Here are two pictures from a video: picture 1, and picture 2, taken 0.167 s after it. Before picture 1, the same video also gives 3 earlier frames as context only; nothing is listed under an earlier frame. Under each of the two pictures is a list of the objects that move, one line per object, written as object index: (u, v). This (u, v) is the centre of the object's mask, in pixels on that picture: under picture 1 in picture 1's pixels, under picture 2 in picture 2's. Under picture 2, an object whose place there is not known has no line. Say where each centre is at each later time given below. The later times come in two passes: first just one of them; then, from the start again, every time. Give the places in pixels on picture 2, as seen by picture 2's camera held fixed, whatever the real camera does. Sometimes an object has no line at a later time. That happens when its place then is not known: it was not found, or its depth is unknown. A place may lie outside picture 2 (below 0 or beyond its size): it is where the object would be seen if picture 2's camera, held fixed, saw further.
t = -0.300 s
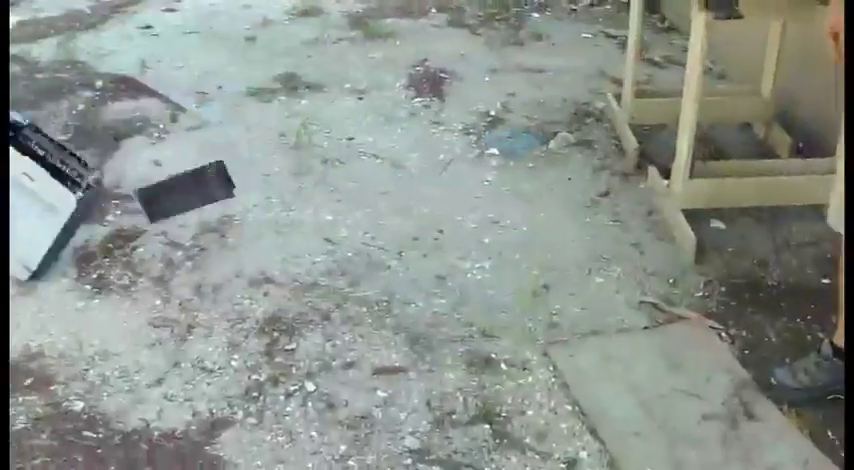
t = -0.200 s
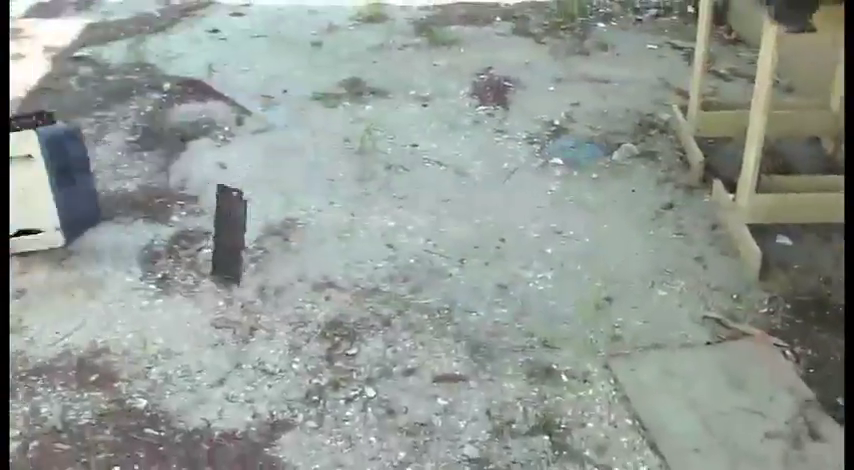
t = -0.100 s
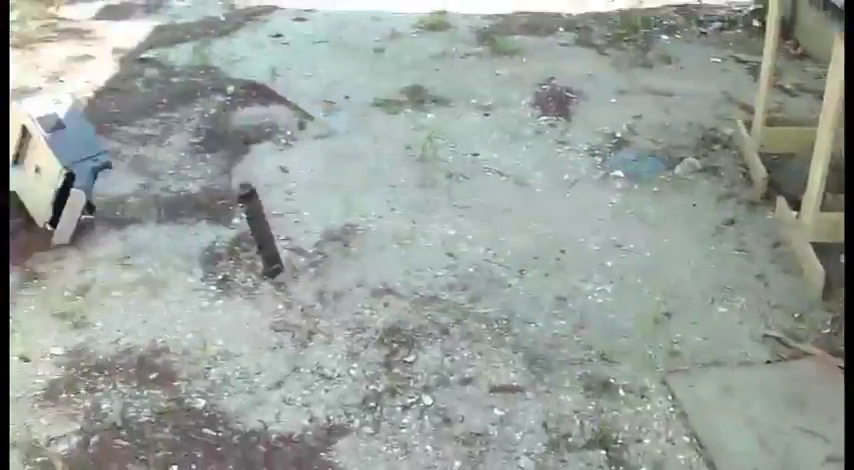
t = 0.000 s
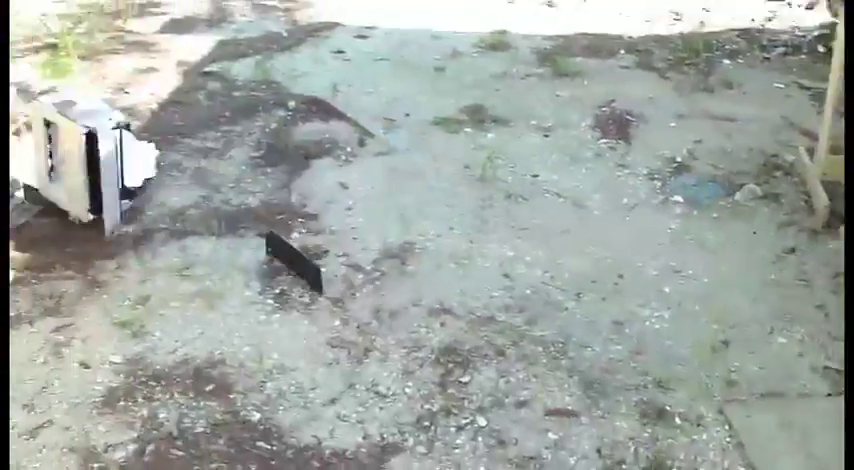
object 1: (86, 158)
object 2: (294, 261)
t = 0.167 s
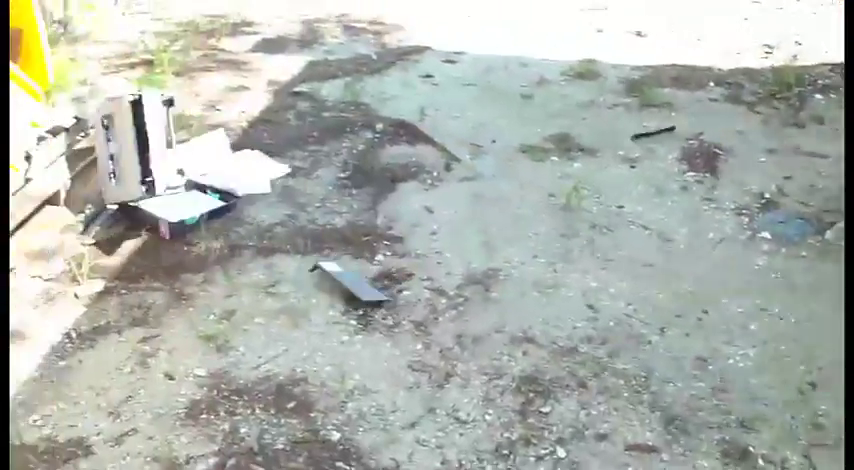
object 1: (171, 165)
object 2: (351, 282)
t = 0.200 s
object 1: (169, 163)
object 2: (348, 286)
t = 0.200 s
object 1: (169, 163)
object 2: (348, 286)
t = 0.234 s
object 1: (167, 163)
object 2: (346, 287)
